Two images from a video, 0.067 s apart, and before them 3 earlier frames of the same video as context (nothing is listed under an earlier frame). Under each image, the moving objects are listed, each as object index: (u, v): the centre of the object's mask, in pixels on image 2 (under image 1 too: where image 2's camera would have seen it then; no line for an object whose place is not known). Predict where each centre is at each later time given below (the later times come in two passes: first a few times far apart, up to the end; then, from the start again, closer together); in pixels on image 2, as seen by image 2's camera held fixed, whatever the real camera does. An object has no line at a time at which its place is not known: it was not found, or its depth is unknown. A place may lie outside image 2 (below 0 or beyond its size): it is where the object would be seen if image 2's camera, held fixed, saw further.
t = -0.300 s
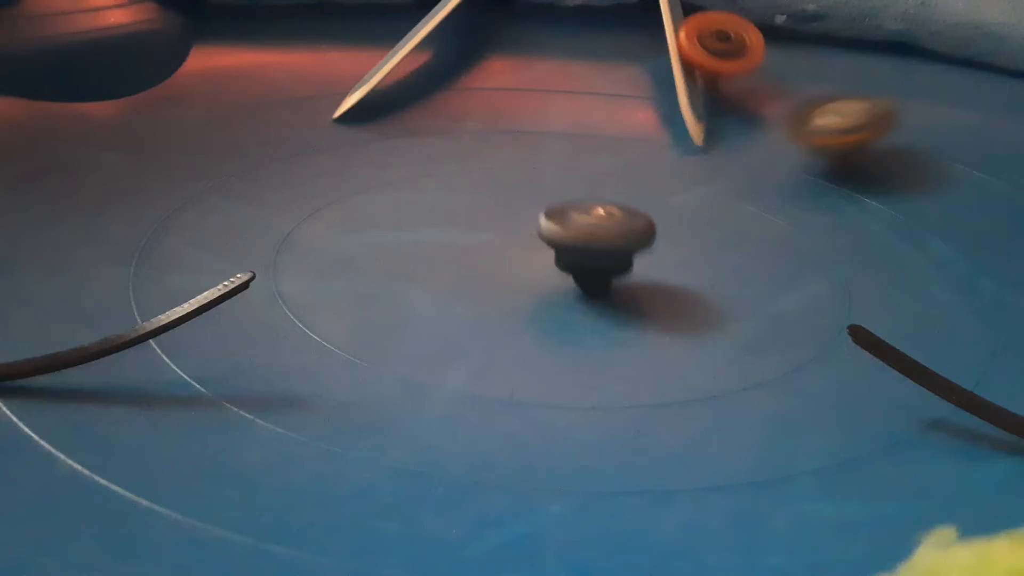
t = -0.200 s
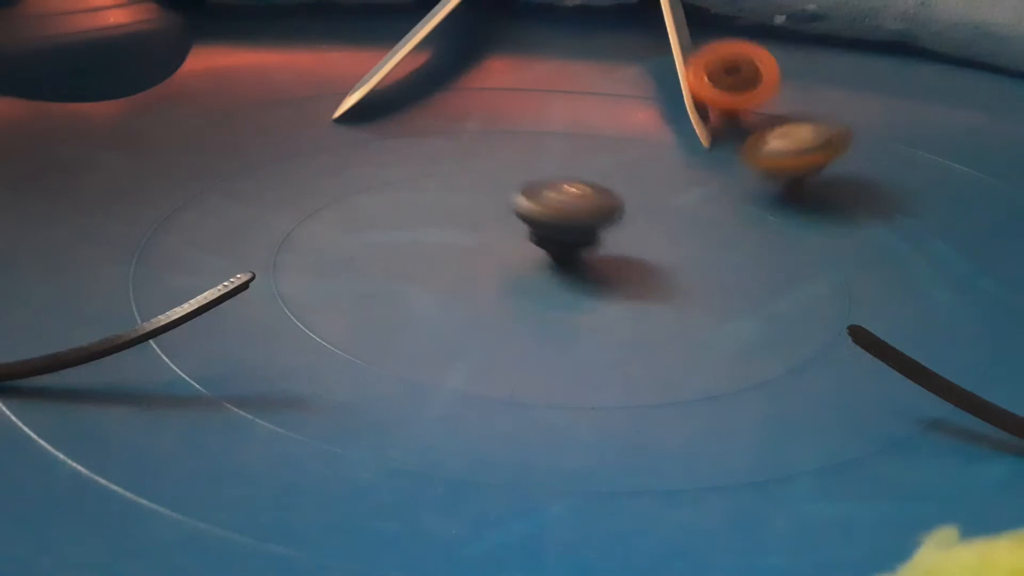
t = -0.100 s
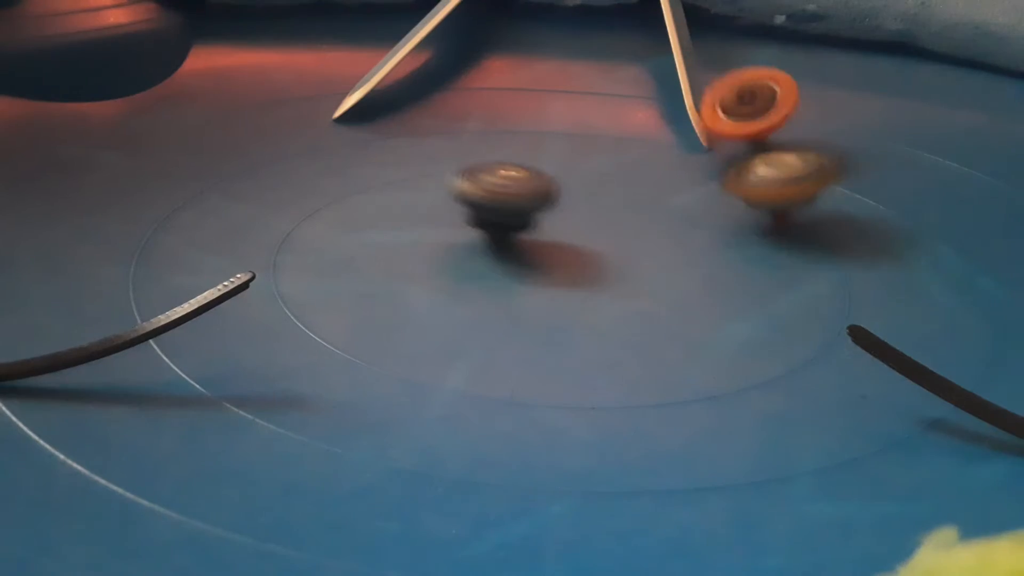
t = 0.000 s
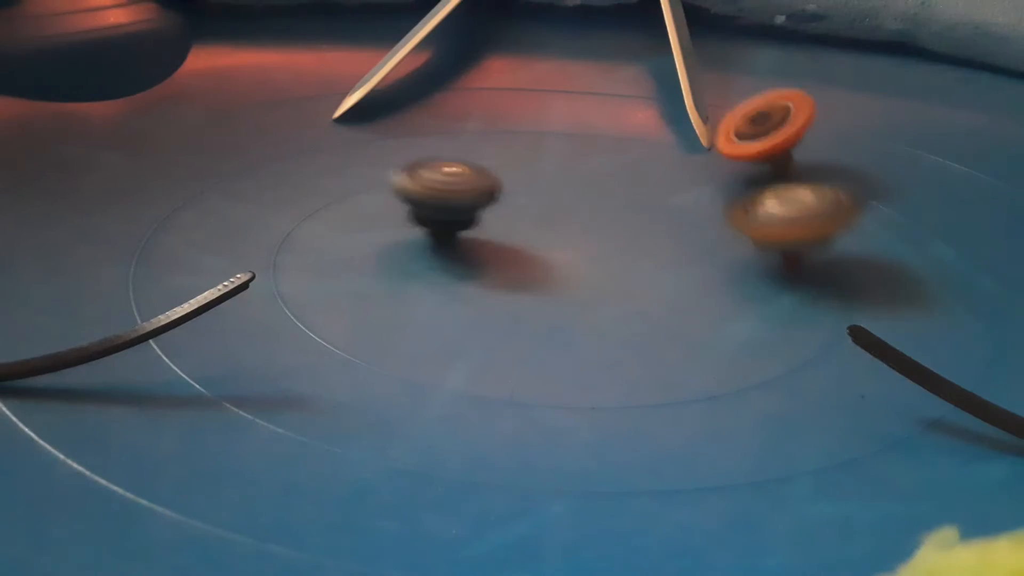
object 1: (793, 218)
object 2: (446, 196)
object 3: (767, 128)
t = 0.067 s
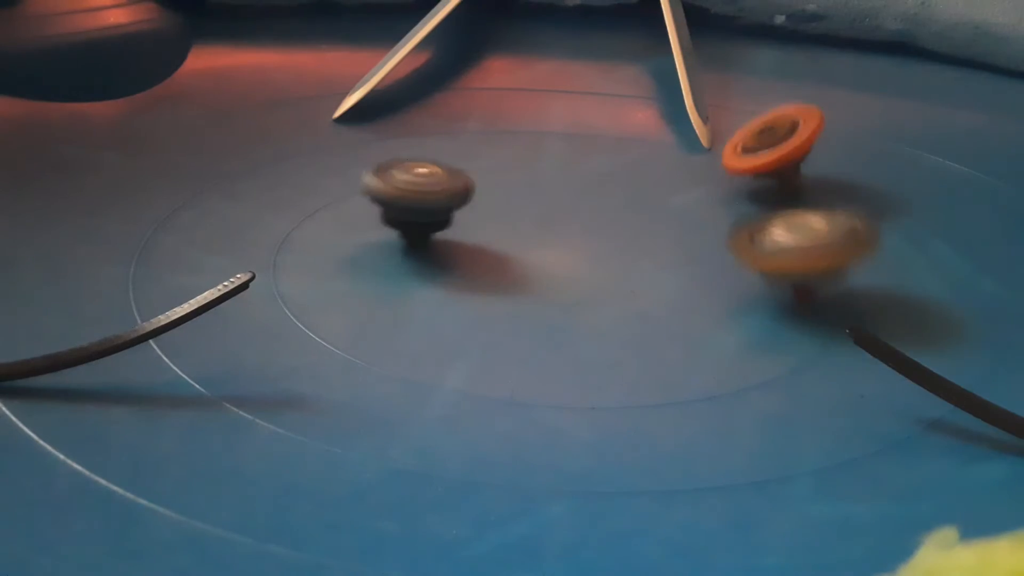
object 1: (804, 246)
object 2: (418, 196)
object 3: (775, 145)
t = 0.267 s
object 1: (871, 331)
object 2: (391, 206)
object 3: (748, 197)
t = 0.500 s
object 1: (983, 290)
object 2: (468, 225)
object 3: (602, 232)
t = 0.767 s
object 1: (850, 229)
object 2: (303, 194)
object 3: (558, 220)
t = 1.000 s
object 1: (653, 223)
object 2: (227, 203)
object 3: (488, 188)
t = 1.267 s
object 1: (517, 247)
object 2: (369, 210)
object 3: (442, 143)
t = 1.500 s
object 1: (481, 281)
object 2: (517, 195)
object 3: (479, 119)
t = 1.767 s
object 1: (498, 294)
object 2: (618, 162)
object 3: (556, 112)
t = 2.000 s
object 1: (537, 291)
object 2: (822, 191)
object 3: (602, 106)
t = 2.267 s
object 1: (580, 256)
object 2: (894, 160)
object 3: (635, 136)
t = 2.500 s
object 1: (601, 208)
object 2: (781, 173)
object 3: (607, 157)
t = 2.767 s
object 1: (475, 186)
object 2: (694, 244)
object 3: (576, 137)
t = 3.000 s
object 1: (427, 198)
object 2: (645, 329)
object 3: (575, 120)
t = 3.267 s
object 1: (493, 226)
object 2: (751, 382)
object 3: (583, 122)
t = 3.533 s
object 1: (625, 213)
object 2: (669, 303)
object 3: (584, 142)
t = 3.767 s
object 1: (657, 190)
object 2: (541, 250)
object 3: (534, 152)
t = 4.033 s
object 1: (666, 189)
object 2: (416, 192)
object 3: (479, 144)
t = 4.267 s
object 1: (644, 196)
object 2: (345, 157)
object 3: (458, 144)
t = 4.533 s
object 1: (590, 219)
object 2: (323, 156)
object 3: (457, 151)
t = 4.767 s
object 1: (587, 244)
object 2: (249, 158)
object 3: (564, 175)
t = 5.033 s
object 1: (610, 271)
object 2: (219, 219)
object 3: (589, 212)
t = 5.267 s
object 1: (615, 293)
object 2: (432, 238)
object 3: (530, 222)
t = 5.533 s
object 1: (707, 394)
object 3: (595, 158)
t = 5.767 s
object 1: (805, 437)
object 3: (694, 169)
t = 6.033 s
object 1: (751, 387)
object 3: (703, 210)
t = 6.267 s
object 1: (668, 325)
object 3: (611, 206)
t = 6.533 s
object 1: (672, 262)
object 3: (612, 174)
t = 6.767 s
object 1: (728, 225)
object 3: (616, 192)
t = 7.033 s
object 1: (834, 205)
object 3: (580, 187)
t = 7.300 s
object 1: (937, 190)
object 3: (573, 191)
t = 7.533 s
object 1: (948, 195)
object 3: (568, 193)
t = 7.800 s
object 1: (850, 220)
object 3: (565, 198)
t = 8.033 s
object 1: (757, 220)
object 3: (547, 204)
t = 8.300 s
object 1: (651, 198)
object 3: (574, 202)
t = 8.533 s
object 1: (679, 183)
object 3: (518, 164)
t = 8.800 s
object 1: (724, 176)
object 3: (472, 184)
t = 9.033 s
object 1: (753, 177)
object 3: (516, 198)
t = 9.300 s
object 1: (759, 180)
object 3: (561, 185)
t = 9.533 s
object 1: (742, 188)
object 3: (575, 163)
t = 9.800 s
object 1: (750, 184)
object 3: (567, 177)
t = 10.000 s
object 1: (791, 180)
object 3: (569, 181)
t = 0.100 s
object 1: (809, 261)
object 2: (408, 197)
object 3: (775, 154)
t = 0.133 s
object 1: (816, 277)
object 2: (400, 198)
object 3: (773, 163)
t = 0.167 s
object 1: (822, 293)
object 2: (394, 199)
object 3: (769, 172)
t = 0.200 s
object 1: (832, 307)
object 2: (391, 202)
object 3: (765, 180)
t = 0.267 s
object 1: (871, 331)
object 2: (391, 206)
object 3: (748, 197)
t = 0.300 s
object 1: (903, 335)
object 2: (395, 208)
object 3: (735, 204)
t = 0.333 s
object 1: (934, 331)
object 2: (401, 210)
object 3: (718, 210)
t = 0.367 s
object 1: (953, 323)
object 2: (410, 213)
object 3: (698, 216)
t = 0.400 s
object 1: (968, 322)
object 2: (421, 216)
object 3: (676, 219)
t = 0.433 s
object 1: (974, 312)
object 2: (435, 219)
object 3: (651, 225)
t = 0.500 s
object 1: (983, 290)
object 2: (468, 225)
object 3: (602, 232)
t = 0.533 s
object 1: (982, 279)
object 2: (449, 221)
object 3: (610, 232)
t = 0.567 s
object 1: (978, 269)
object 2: (423, 218)
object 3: (621, 235)
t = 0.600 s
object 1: (972, 264)
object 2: (401, 214)
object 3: (622, 234)
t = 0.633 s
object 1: (959, 253)
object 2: (379, 210)
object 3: (613, 232)
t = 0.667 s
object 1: (938, 244)
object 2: (358, 207)
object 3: (598, 229)
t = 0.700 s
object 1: (910, 239)
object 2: (339, 200)
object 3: (584, 227)
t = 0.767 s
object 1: (850, 229)
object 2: (303, 194)
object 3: (558, 220)
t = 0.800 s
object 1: (823, 227)
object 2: (285, 190)
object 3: (545, 217)
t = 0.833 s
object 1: (794, 227)
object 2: (269, 189)
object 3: (534, 212)
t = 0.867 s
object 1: (766, 227)
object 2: (254, 189)
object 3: (523, 208)
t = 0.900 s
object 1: (739, 226)
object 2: (241, 190)
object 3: (513, 203)
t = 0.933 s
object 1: (709, 225)
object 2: (232, 193)
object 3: (504, 198)
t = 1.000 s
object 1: (653, 223)
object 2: (227, 203)
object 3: (488, 188)
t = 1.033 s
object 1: (624, 220)
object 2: (233, 208)
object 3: (481, 183)
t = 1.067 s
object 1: (596, 220)
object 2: (245, 212)
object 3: (477, 178)
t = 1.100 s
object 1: (571, 222)
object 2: (261, 216)
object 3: (472, 174)
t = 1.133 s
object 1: (557, 225)
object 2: (279, 218)
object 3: (458, 165)
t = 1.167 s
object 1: (545, 230)
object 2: (300, 218)
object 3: (448, 158)
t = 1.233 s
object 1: (524, 242)
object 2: (346, 214)
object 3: (443, 149)
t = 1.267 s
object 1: (517, 247)
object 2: (369, 210)
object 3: (442, 143)
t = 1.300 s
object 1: (510, 254)
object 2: (392, 208)
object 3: (444, 137)
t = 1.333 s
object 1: (506, 260)
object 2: (416, 206)
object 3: (448, 133)
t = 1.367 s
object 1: (504, 266)
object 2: (435, 202)
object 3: (452, 129)
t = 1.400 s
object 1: (501, 271)
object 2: (456, 201)
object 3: (456, 125)
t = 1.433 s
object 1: (495, 274)
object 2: (478, 199)
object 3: (462, 123)
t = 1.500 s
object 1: (481, 281)
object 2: (517, 195)
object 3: (479, 119)
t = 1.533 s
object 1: (478, 284)
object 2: (531, 192)
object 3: (488, 117)
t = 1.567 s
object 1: (472, 288)
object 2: (545, 187)
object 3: (497, 116)
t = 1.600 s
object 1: (470, 291)
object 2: (556, 181)
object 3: (507, 115)
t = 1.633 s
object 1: (473, 292)
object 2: (566, 175)
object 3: (517, 115)
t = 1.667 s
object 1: (477, 293)
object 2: (576, 169)
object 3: (528, 115)
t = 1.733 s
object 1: (490, 294)
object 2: (598, 162)
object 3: (547, 116)
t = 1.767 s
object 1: (498, 294)
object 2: (618, 162)
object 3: (556, 112)
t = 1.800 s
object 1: (507, 295)
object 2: (644, 167)
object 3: (561, 108)
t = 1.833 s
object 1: (515, 296)
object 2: (671, 173)
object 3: (569, 106)
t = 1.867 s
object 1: (521, 296)
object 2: (700, 177)
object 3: (575, 105)
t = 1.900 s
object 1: (527, 296)
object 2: (728, 181)
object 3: (581, 104)
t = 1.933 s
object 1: (532, 295)
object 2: (760, 184)
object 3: (588, 104)
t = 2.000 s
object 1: (537, 291)
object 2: (822, 191)
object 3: (602, 106)
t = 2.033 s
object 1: (538, 288)
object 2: (850, 190)
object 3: (609, 109)
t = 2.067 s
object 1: (539, 283)
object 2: (873, 187)
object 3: (615, 112)
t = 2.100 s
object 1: (542, 279)
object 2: (891, 183)
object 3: (620, 115)
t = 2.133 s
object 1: (545, 275)
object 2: (902, 177)
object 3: (625, 120)
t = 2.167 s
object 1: (552, 270)
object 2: (906, 172)
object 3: (629, 124)
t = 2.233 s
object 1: (570, 262)
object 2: (904, 163)
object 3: (633, 132)
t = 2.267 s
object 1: (580, 256)
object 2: (894, 160)
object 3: (635, 136)
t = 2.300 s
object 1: (590, 250)
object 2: (881, 157)
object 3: (636, 140)
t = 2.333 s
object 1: (599, 245)
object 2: (866, 156)
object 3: (635, 146)
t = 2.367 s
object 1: (605, 237)
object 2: (851, 156)
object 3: (633, 151)
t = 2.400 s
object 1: (608, 229)
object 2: (832, 159)
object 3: (630, 153)
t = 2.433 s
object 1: (607, 221)
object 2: (813, 162)
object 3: (624, 154)
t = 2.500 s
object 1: (601, 208)
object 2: (781, 173)
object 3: (607, 157)
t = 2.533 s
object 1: (587, 203)
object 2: (770, 181)
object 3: (604, 152)
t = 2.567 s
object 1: (572, 200)
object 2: (759, 189)
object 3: (600, 150)
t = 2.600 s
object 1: (554, 193)
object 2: (750, 197)
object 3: (596, 147)
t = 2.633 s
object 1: (538, 191)
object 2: (740, 205)
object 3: (589, 145)
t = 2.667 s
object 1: (520, 188)
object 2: (728, 215)
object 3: (584, 144)
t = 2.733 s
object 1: (487, 186)
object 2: (705, 235)
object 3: (577, 140)
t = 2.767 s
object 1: (475, 186)
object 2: (694, 244)
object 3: (576, 137)
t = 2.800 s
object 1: (462, 187)
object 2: (686, 254)
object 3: (575, 134)
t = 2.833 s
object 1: (453, 187)
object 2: (678, 264)
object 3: (575, 131)
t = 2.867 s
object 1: (445, 189)
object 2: (672, 276)
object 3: (574, 128)
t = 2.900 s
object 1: (439, 190)
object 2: (667, 287)
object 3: (574, 125)
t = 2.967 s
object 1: (429, 195)
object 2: (652, 315)
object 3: (576, 122)
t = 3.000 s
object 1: (427, 198)
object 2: (645, 329)
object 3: (575, 120)
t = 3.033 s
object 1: (426, 200)
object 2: (641, 343)
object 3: (577, 119)
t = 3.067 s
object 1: (428, 204)
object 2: (643, 356)
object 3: (577, 118)
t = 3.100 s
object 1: (433, 208)
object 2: (653, 367)
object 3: (578, 118)
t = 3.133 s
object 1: (440, 213)
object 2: (669, 375)
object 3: (579, 117)
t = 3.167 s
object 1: (451, 217)
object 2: (690, 383)
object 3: (580, 118)
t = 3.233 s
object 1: (477, 223)
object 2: (733, 386)
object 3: (581, 120)
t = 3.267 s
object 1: (493, 226)
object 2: (751, 382)
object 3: (583, 122)
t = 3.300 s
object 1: (512, 228)
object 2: (761, 376)
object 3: (584, 124)
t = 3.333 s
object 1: (531, 230)
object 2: (768, 368)
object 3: (586, 126)
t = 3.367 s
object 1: (550, 229)
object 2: (766, 358)
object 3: (588, 127)
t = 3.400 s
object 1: (570, 231)
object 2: (756, 346)
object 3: (585, 131)
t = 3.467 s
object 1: (603, 224)
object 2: (718, 325)
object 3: (587, 138)
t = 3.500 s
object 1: (616, 219)
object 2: (692, 311)
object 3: (587, 140)
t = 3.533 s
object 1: (625, 213)
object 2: (669, 303)
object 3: (584, 142)
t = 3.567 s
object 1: (632, 208)
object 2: (643, 298)
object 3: (582, 144)
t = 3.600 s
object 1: (635, 202)
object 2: (619, 290)
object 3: (581, 147)
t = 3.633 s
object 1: (639, 196)
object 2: (601, 281)
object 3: (576, 151)
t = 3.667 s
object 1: (643, 193)
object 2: (585, 274)
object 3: (566, 152)
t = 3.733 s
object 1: (654, 191)
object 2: (555, 259)
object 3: (543, 152)
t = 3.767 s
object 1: (657, 190)
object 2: (541, 250)
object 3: (534, 152)
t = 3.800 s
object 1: (661, 189)
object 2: (526, 241)
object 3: (526, 152)
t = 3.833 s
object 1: (662, 188)
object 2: (513, 235)
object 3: (518, 149)
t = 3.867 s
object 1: (665, 187)
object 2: (498, 228)
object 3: (510, 147)
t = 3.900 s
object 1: (666, 187)
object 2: (482, 219)
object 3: (503, 146)
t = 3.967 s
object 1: (667, 188)
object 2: (449, 205)
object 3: (490, 143)
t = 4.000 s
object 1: (667, 188)
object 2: (433, 199)
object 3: (484, 143)
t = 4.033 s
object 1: (666, 189)
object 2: (416, 192)
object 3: (479, 144)
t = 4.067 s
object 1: (664, 189)
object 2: (402, 187)
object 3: (474, 145)
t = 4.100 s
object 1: (663, 190)
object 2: (392, 182)
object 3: (471, 145)
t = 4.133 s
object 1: (660, 191)
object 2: (381, 176)
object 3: (467, 144)
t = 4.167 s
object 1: (657, 192)
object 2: (371, 171)
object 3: (464, 144)
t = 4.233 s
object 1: (649, 195)
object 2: (354, 162)
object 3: (459, 144)
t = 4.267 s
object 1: (644, 196)
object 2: (345, 157)
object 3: (458, 144)
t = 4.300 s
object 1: (638, 198)
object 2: (337, 155)
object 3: (456, 144)
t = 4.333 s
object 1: (632, 200)
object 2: (331, 153)
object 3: (455, 145)
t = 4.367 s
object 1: (625, 202)
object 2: (325, 152)
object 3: (455, 145)
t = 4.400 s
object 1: (618, 205)
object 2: (321, 152)
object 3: (454, 146)
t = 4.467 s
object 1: (604, 212)
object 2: (318, 153)
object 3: (455, 148)
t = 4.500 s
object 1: (596, 214)
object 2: (319, 154)
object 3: (456, 150)
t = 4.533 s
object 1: (590, 219)
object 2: (323, 156)
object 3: (457, 151)
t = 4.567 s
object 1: (587, 222)
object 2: (330, 159)
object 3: (458, 153)
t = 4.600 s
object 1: (583, 226)
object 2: (340, 161)
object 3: (460, 155)
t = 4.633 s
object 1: (580, 229)
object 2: (348, 162)
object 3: (462, 157)
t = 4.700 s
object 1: (582, 238)
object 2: (300, 159)
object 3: (524, 164)
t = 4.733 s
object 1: (584, 241)
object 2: (273, 158)
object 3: (547, 170)
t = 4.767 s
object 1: (587, 244)
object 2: (249, 158)
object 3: (564, 175)
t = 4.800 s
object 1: (589, 247)
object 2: (228, 160)
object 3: (576, 181)
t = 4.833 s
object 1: (593, 249)
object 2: (209, 164)
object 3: (582, 184)
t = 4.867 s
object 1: (597, 252)
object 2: (195, 170)
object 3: (590, 189)
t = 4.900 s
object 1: (600, 254)
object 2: (184, 178)
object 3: (595, 192)
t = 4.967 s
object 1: (605, 263)
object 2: (186, 200)
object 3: (598, 202)
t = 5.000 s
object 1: (607, 268)
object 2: (200, 209)
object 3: (595, 207)
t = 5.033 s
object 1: (610, 271)
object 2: (219, 219)
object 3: (589, 212)
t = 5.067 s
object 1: (612, 276)
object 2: (247, 225)
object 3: (581, 214)
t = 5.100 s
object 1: (615, 279)
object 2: (275, 232)
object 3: (573, 216)
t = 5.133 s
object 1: (616, 284)
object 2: (303, 233)
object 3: (563, 217)
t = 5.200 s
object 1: (616, 288)
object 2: (367, 237)
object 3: (545, 221)
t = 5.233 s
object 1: (616, 291)
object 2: (399, 237)
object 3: (538, 224)
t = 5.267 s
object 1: (615, 293)
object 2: (432, 238)
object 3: (530, 222)
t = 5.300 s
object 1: (614, 294)
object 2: (467, 241)
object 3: (531, 210)
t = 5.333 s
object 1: (615, 295)
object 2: (487, 247)
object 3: (539, 203)
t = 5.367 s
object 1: (613, 299)
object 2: (509, 250)
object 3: (543, 194)
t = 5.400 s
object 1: (633, 322)
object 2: (529, 237)
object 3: (549, 181)
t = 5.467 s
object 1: (678, 371)
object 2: (542, 225)
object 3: (568, 167)
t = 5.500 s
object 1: (694, 385)
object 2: (550, 219)
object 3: (580, 161)
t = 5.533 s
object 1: (707, 394)
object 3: (595, 158)
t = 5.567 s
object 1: (722, 400)
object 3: (610, 158)
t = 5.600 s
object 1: (735, 407)
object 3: (626, 156)
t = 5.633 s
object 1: (747, 413)
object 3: (643, 160)
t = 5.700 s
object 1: (775, 428)
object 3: (669, 162)
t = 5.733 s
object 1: (789, 434)
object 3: (683, 166)
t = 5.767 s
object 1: (805, 437)
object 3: (694, 169)
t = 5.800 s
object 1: (815, 436)
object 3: (705, 172)
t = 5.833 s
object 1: (819, 433)
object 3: (712, 177)
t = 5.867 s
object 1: (818, 428)
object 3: (721, 184)
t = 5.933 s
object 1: (799, 413)
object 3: (724, 197)
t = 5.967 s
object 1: (784, 403)
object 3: (720, 201)
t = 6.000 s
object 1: (767, 396)
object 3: (713, 204)
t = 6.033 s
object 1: (751, 387)
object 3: (703, 210)
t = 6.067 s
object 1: (735, 379)
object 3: (691, 212)
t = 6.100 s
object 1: (720, 370)
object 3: (678, 211)
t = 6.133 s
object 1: (707, 361)
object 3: (664, 210)
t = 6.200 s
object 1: (686, 344)
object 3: (636, 212)
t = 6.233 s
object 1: (675, 334)
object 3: (623, 210)
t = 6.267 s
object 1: (668, 325)
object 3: (611, 206)
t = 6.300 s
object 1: (662, 316)
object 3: (604, 200)
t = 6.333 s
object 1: (658, 308)
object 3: (603, 195)
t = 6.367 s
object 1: (656, 298)
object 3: (604, 189)
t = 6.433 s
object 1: (657, 283)
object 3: (606, 179)
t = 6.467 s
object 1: (660, 275)
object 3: (609, 177)
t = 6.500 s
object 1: (665, 270)
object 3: (610, 175)
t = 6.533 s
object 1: (672, 262)
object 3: (612, 174)
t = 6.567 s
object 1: (678, 257)
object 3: (613, 173)
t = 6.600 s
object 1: (685, 251)
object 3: (615, 175)
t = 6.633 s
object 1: (691, 245)
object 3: (615, 175)
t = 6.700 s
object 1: (707, 235)
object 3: (617, 177)
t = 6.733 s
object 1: (718, 230)
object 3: (619, 183)
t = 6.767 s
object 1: (728, 225)
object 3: (616, 192)
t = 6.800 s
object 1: (739, 220)
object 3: (610, 193)
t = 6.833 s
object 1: (751, 217)
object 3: (602, 194)
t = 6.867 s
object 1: (764, 213)
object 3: (595, 194)
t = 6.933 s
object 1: (792, 209)
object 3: (582, 197)
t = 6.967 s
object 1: (807, 208)
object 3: (580, 192)
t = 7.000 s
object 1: (821, 207)
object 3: (579, 188)
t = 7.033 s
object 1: (834, 205)
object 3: (580, 187)
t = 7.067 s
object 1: (848, 203)
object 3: (579, 184)
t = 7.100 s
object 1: (863, 201)
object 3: (577, 185)
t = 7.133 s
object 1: (878, 199)
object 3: (571, 186)
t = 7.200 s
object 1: (906, 196)
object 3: (569, 187)
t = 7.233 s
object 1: (919, 194)
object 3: (572, 191)
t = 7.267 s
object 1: (931, 192)
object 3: (573, 192)
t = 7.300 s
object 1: (937, 190)
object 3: (573, 191)
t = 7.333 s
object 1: (944, 190)
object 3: (574, 191)
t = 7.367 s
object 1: (953, 190)
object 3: (574, 191)
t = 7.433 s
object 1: (958, 191)
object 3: (574, 194)
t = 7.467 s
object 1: (957, 191)
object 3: (576, 192)
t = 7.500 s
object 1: (954, 193)
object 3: (575, 192)
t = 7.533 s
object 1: (948, 195)
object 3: (568, 193)
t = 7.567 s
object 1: (944, 198)
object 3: (558, 193)
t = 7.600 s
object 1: (933, 203)
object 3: (556, 194)
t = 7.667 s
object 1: (908, 209)
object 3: (562, 195)
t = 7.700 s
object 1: (894, 214)
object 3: (563, 195)
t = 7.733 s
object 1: (880, 216)
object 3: (565, 197)
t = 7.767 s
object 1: (865, 219)
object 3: (565, 197)
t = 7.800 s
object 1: (850, 220)
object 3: (565, 198)
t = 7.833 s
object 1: (840, 221)
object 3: (567, 196)
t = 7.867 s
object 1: (830, 221)
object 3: (567, 199)
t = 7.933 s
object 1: (802, 221)
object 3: (548, 206)
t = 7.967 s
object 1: (788, 221)
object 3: (546, 205)
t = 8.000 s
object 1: (771, 220)
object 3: (548, 210)
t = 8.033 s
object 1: (757, 220)
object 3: (547, 204)
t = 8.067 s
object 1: (742, 218)
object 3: (550, 196)
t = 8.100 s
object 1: (727, 217)
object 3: (552, 193)
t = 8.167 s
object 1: (700, 212)
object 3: (550, 190)
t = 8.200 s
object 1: (687, 209)
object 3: (560, 190)
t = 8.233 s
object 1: (675, 206)
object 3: (572, 200)
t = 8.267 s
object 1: (665, 202)
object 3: (576, 202)
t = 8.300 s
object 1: (651, 198)
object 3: (574, 202)
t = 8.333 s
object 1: (650, 192)
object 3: (574, 197)
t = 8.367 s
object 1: (648, 190)
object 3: (567, 194)
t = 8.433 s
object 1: (658, 186)
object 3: (552, 178)
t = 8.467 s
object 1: (665, 184)
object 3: (542, 169)
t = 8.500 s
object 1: (673, 184)
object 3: (530, 165)
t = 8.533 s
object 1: (679, 183)
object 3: (518, 164)
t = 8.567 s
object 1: (686, 181)
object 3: (505, 161)
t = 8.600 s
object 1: (691, 180)
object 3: (495, 164)
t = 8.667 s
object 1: (703, 178)
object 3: (482, 168)
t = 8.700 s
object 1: (709, 178)
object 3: (478, 176)
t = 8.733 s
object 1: (714, 177)
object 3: (475, 179)
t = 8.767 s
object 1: (720, 177)
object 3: (473, 180)
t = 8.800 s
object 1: (724, 176)
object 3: (472, 184)
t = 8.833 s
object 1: (729, 176)
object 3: (471, 185)
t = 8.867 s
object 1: (734, 176)
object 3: (473, 185)
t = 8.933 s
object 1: (742, 176)
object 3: (484, 188)
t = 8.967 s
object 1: (747, 176)
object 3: (493, 193)
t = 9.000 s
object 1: (749, 176)
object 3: (503, 196)
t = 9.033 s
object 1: (753, 177)
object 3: (516, 198)
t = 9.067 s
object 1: (754, 177)
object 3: (528, 197)
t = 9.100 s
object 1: (757, 176)
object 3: (539, 195)
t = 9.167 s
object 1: (758, 179)
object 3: (555, 193)
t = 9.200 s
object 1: (759, 178)
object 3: (559, 193)
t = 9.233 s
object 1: (758, 178)
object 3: (560, 191)
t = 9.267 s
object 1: (758, 179)
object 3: (561, 187)
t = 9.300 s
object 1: (759, 180)
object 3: (561, 185)
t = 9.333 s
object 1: (757, 182)
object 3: (561, 185)
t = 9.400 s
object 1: (753, 184)
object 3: (566, 182)
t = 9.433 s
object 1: (752, 184)
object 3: (570, 178)
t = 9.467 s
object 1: (749, 185)
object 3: (573, 174)
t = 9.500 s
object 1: (744, 186)
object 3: (574, 164)
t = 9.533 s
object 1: (742, 188)
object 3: (575, 163)
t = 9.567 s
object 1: (736, 188)
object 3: (574, 163)
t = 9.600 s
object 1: (732, 188)
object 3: (574, 165)
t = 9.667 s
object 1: (720, 190)
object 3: (569, 170)
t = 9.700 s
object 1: (720, 191)
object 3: (570, 176)
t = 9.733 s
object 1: (733, 187)
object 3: (568, 177)
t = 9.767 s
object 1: (744, 185)
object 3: (567, 178)
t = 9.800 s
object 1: (750, 184)
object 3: (567, 177)
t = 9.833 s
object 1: (756, 183)
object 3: (567, 178)
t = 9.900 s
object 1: (773, 181)
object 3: (568, 179)
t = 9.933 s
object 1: (780, 181)
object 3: (569, 184)
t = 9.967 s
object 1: (789, 182)
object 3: (569, 185)
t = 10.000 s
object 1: (791, 180)
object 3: (569, 181)
